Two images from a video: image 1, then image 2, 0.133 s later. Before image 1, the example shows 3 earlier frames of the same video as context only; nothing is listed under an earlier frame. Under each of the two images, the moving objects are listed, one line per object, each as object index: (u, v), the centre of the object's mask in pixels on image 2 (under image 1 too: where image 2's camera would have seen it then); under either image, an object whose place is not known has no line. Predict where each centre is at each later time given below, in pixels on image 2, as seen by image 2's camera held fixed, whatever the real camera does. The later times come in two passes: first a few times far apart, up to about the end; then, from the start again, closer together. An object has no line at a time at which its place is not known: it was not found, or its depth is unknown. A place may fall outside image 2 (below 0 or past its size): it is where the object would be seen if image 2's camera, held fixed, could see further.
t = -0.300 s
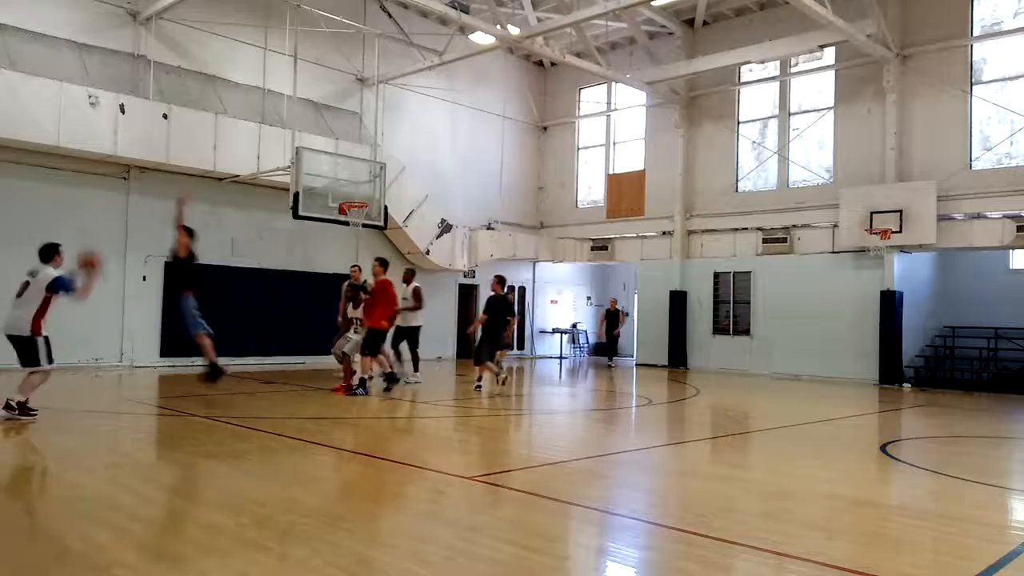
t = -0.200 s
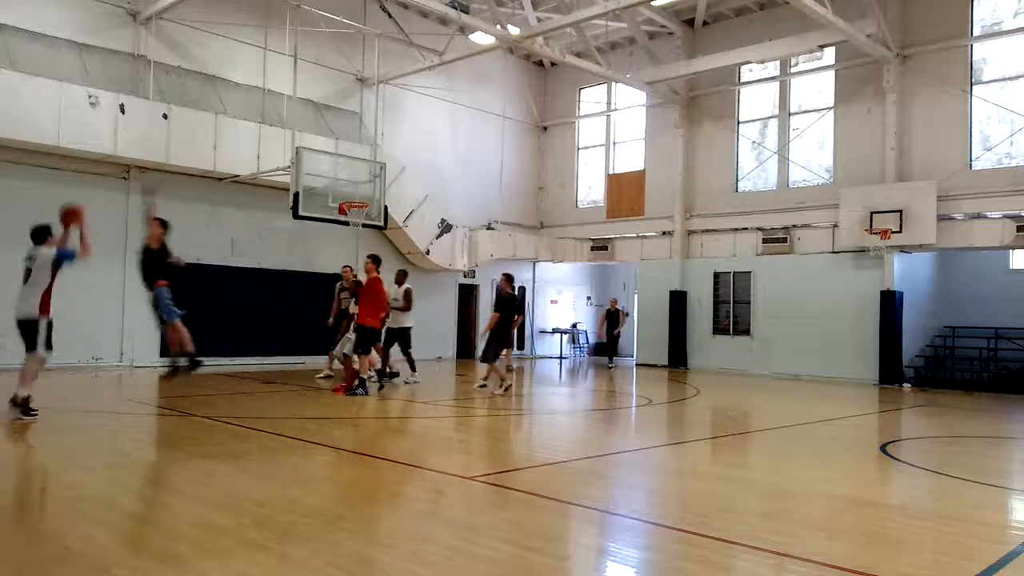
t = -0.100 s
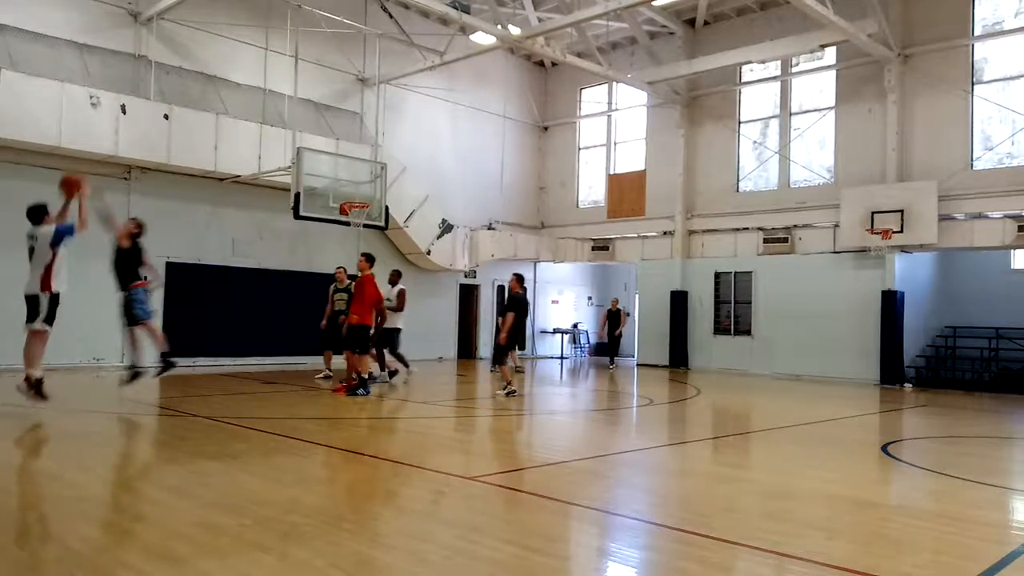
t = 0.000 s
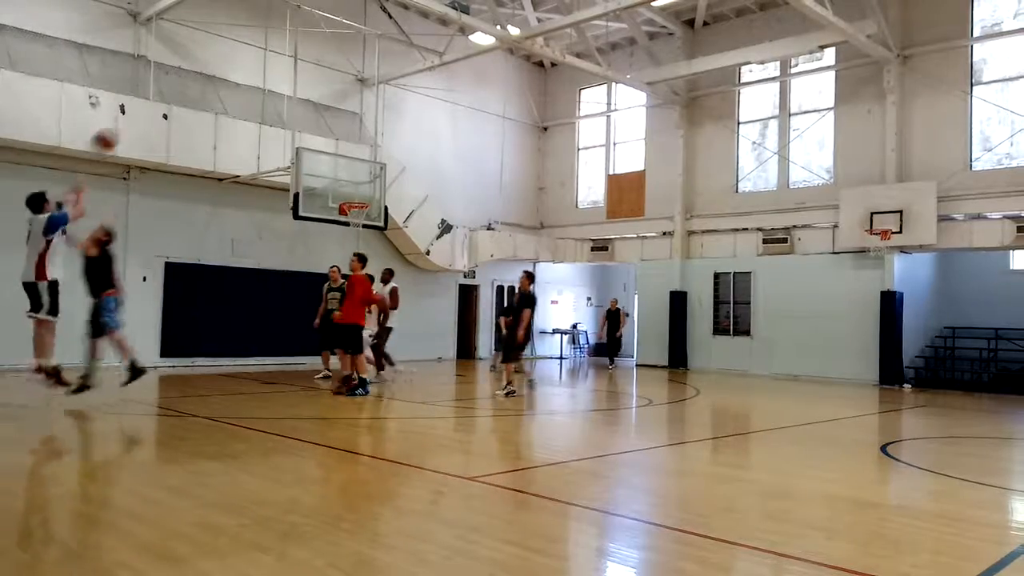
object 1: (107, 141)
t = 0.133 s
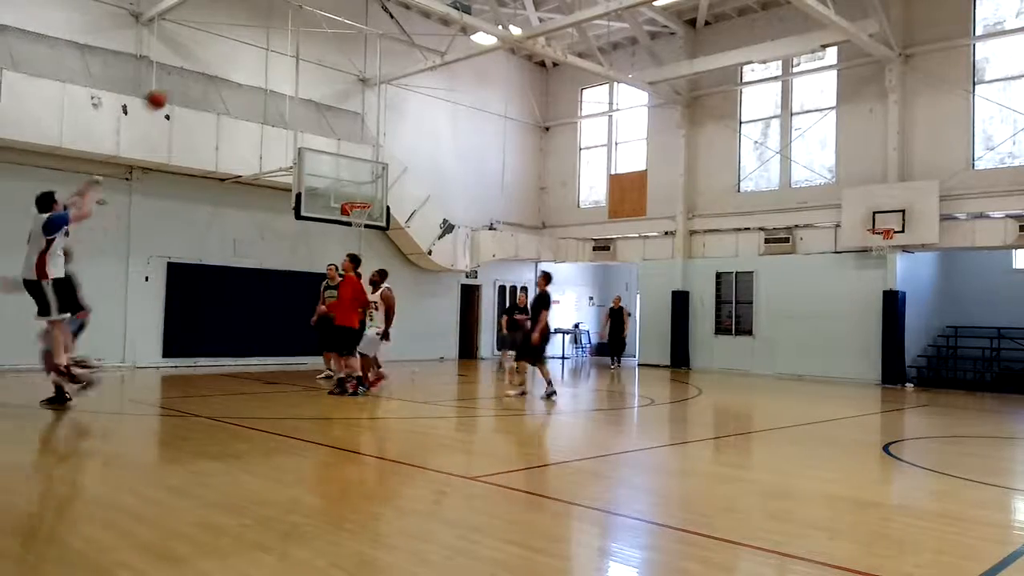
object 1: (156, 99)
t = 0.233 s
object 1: (187, 82)
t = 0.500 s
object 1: (255, 71)
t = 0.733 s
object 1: (300, 98)
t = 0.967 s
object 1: (338, 152)
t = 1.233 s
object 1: (362, 173)
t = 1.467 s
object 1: (365, 123)
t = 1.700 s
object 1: (368, 104)
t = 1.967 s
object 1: (372, 118)
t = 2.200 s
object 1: (373, 165)
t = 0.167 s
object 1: (167, 92)
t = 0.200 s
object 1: (176, 87)
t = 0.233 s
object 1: (187, 82)
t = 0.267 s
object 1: (196, 77)
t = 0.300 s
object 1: (206, 74)
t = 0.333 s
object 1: (215, 72)
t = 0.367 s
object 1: (223, 70)
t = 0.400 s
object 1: (232, 69)
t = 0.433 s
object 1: (240, 69)
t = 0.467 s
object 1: (247, 69)
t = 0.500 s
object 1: (255, 71)
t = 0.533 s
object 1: (262, 73)
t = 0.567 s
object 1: (269, 76)
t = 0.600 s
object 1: (275, 79)
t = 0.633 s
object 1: (282, 83)
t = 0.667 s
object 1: (288, 88)
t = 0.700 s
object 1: (294, 93)
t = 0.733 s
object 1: (300, 98)
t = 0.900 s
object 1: (327, 134)
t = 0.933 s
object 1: (333, 144)
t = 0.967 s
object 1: (338, 152)
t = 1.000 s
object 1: (341, 161)
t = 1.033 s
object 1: (347, 171)
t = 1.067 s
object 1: (351, 182)
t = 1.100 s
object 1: (355, 191)
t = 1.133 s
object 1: (360, 200)
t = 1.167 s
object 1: (360, 192)
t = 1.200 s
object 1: (361, 182)
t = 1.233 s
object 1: (362, 173)
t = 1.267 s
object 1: (363, 165)
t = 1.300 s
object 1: (363, 157)
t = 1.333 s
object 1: (363, 148)
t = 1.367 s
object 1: (364, 141)
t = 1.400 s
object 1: (364, 135)
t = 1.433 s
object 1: (365, 129)
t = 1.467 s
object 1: (365, 123)
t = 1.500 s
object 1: (366, 120)
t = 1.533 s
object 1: (366, 115)
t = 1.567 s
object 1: (367, 112)
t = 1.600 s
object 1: (367, 109)
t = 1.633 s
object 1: (367, 106)
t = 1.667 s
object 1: (368, 105)
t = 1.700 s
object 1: (368, 104)
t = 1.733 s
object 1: (369, 103)
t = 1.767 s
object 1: (369, 103)
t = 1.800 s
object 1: (369, 104)
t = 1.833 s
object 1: (370, 105)
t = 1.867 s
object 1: (371, 107)
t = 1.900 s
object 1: (371, 110)
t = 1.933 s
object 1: (372, 113)
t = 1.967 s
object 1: (372, 118)
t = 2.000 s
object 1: (372, 122)
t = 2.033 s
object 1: (372, 127)
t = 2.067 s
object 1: (372, 133)
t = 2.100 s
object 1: (373, 140)
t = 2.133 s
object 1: (373, 148)
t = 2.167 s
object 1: (373, 156)
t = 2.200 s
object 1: (373, 165)
